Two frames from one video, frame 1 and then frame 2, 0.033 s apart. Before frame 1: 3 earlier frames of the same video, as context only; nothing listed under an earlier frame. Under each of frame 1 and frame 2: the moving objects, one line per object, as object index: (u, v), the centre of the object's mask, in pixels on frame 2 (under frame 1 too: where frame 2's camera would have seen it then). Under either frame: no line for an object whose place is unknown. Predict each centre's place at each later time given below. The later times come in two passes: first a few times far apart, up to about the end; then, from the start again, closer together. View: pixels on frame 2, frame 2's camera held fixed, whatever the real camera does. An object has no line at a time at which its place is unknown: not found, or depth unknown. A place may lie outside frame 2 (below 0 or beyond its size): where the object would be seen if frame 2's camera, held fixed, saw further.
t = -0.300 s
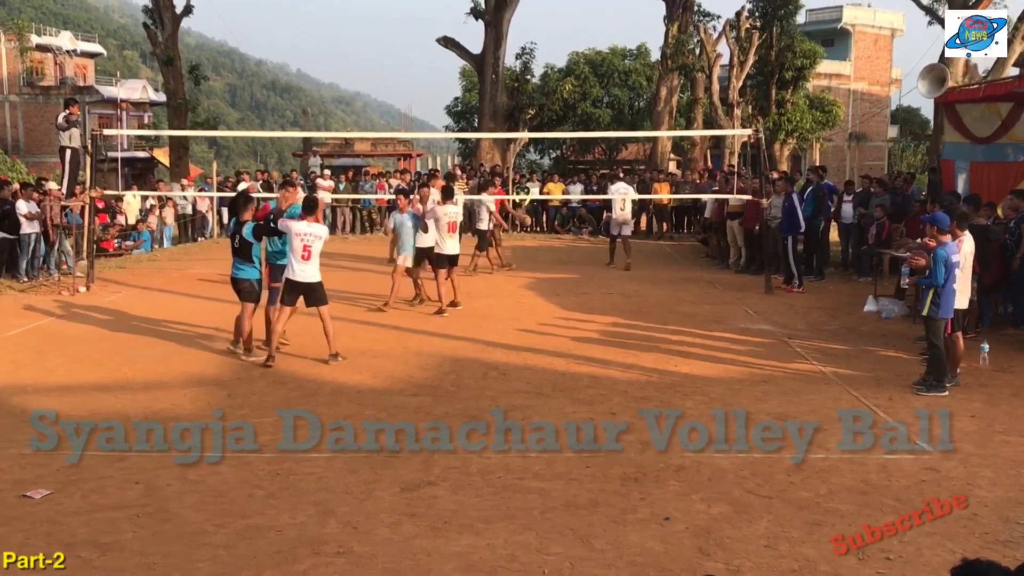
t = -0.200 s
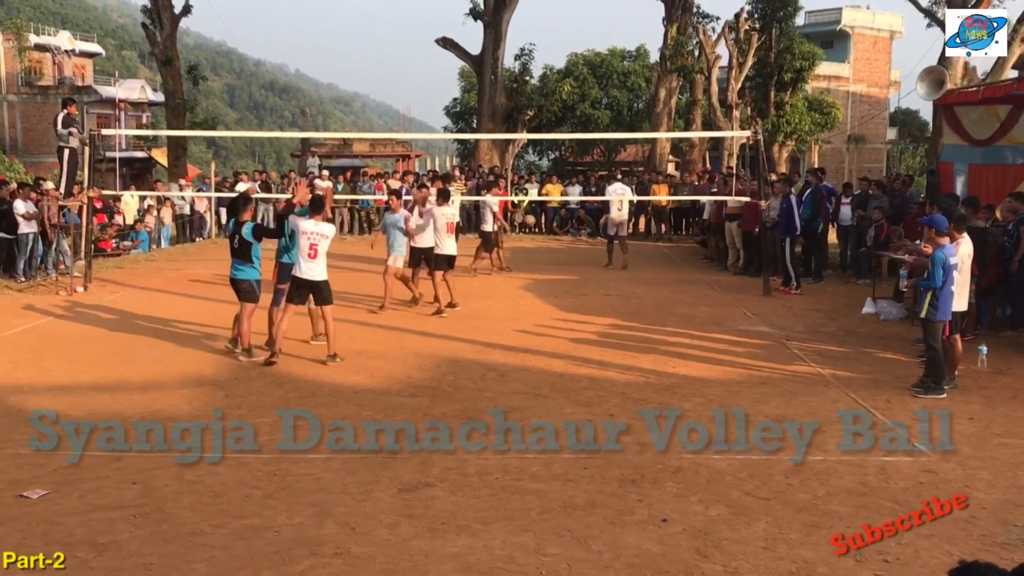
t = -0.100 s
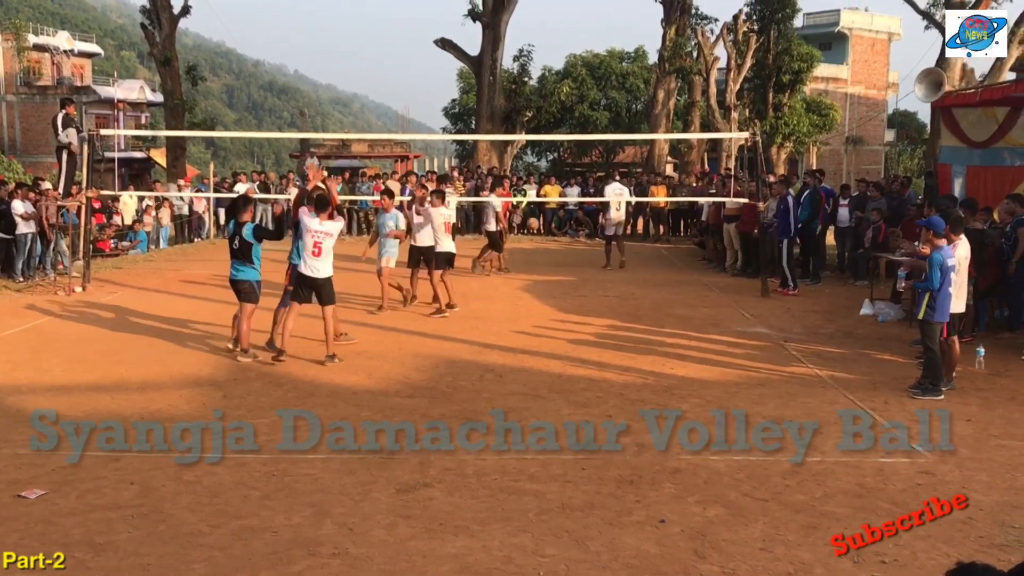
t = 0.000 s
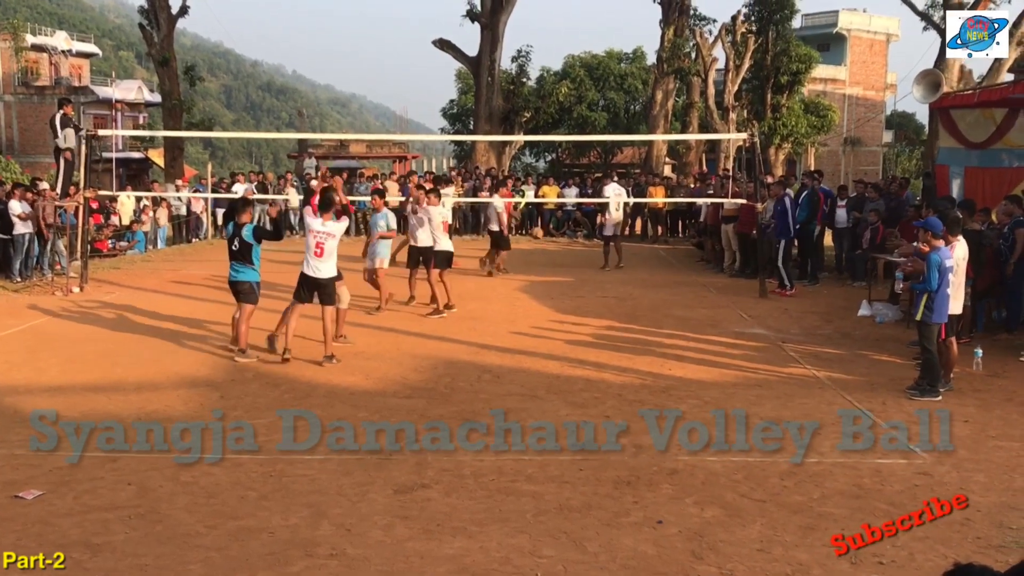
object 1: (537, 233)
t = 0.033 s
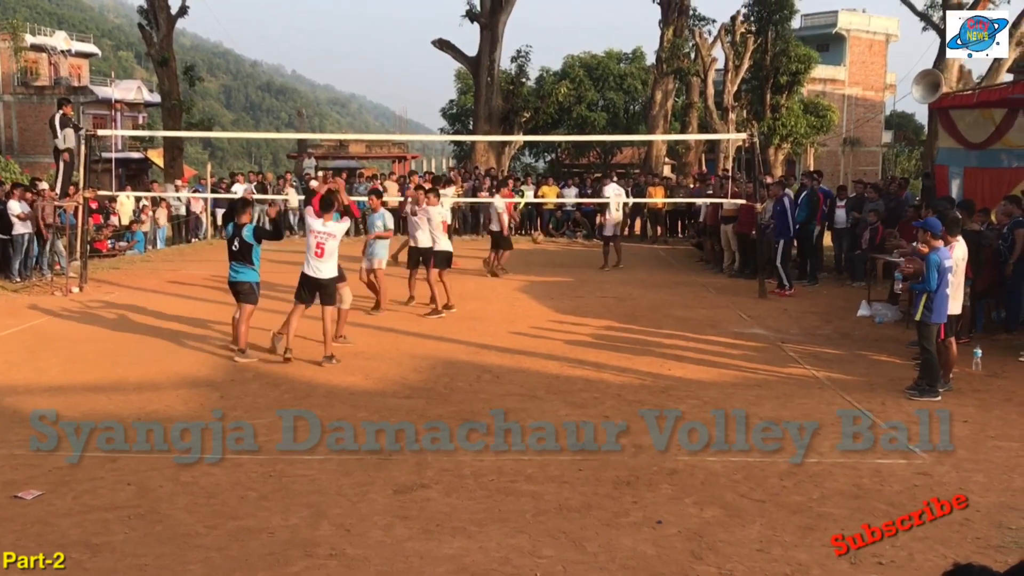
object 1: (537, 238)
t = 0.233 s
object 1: (550, 280)
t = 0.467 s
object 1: (564, 269)
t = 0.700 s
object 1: (577, 276)
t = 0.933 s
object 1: (592, 309)
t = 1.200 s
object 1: (607, 300)
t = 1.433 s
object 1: (622, 339)
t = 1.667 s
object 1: (639, 327)
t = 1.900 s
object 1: (657, 366)
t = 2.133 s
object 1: (682, 351)
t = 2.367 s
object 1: (706, 396)
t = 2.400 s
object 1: (711, 396)
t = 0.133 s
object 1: (544, 256)
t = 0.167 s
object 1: (546, 262)
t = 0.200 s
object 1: (548, 271)
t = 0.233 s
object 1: (550, 280)
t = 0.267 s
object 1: (551, 290)
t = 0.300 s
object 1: (554, 286)
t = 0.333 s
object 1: (556, 281)
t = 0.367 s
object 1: (558, 276)
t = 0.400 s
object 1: (560, 273)
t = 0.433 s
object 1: (562, 271)
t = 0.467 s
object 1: (564, 269)
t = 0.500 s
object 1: (566, 267)
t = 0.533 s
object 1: (568, 267)
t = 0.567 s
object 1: (570, 267)
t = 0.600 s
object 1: (572, 268)
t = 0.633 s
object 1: (574, 270)
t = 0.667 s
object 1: (575, 272)
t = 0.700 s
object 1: (577, 276)
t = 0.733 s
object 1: (580, 281)
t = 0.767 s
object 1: (582, 286)
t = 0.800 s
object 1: (584, 292)
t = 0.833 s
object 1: (586, 299)
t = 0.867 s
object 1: (588, 307)
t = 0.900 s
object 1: (590, 314)
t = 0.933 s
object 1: (592, 309)
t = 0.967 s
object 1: (593, 305)
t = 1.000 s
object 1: (596, 301)
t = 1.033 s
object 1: (598, 299)
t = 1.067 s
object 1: (600, 298)
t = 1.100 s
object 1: (602, 297)
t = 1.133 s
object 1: (603, 297)
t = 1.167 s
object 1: (606, 298)
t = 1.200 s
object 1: (607, 300)
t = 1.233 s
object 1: (610, 303)
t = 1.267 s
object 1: (611, 307)
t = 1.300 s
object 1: (614, 312)
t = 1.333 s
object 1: (616, 318)
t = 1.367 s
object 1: (618, 325)
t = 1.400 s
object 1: (620, 334)
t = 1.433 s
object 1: (622, 339)
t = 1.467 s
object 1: (624, 333)
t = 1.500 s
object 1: (626, 330)
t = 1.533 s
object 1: (629, 327)
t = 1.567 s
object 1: (631, 326)
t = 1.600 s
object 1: (634, 325)
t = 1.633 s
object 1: (636, 326)
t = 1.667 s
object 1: (639, 327)
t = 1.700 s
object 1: (642, 329)
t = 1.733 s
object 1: (644, 334)
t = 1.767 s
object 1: (647, 339)
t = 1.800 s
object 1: (649, 345)
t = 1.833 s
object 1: (651, 351)
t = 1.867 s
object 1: (654, 360)
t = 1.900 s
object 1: (657, 366)
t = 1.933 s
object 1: (661, 361)
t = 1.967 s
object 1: (664, 357)
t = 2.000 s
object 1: (667, 354)
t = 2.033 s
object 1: (670, 351)
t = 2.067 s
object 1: (674, 349)
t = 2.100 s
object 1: (678, 349)
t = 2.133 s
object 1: (682, 351)
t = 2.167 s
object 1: (685, 354)
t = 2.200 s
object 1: (688, 356)
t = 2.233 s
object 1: (691, 362)
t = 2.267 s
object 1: (696, 368)
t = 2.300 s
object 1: (699, 375)
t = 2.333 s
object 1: (703, 385)
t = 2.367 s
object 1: (706, 396)
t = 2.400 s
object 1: (711, 396)
